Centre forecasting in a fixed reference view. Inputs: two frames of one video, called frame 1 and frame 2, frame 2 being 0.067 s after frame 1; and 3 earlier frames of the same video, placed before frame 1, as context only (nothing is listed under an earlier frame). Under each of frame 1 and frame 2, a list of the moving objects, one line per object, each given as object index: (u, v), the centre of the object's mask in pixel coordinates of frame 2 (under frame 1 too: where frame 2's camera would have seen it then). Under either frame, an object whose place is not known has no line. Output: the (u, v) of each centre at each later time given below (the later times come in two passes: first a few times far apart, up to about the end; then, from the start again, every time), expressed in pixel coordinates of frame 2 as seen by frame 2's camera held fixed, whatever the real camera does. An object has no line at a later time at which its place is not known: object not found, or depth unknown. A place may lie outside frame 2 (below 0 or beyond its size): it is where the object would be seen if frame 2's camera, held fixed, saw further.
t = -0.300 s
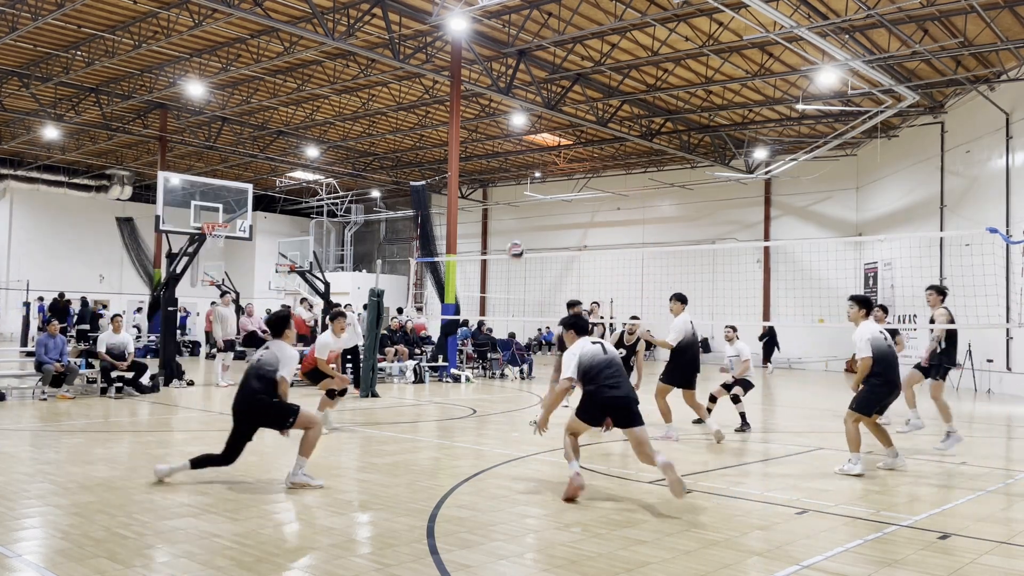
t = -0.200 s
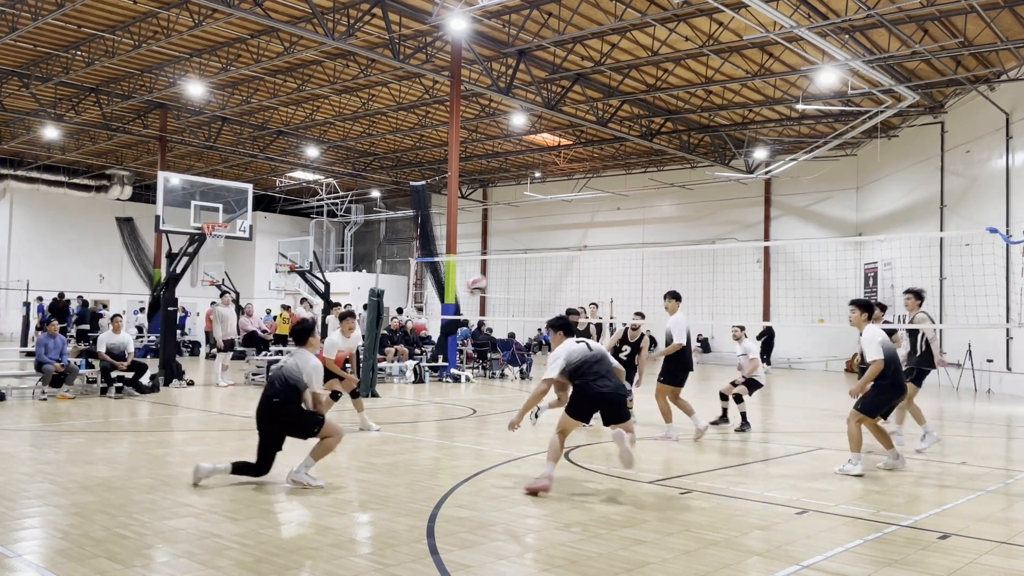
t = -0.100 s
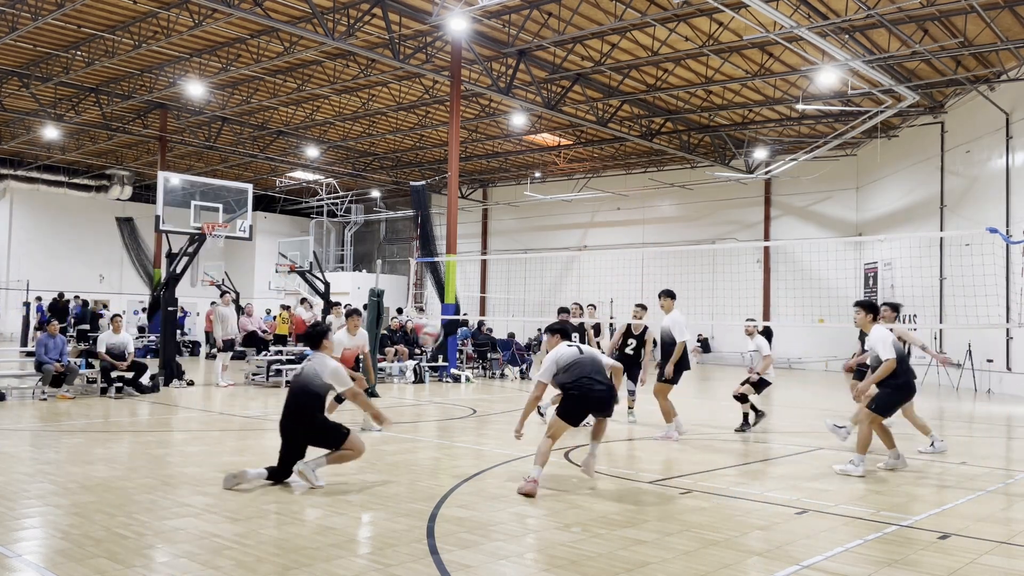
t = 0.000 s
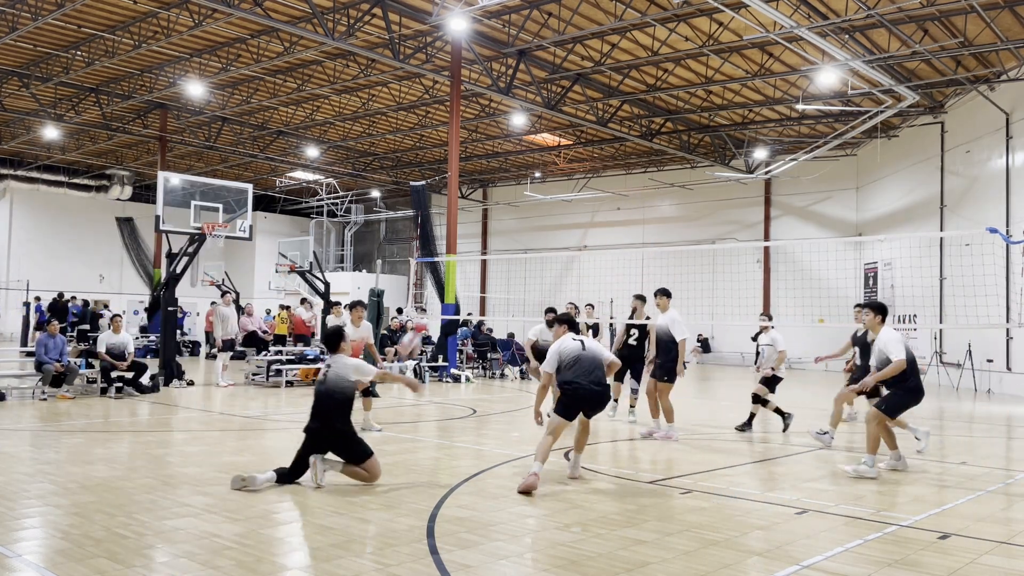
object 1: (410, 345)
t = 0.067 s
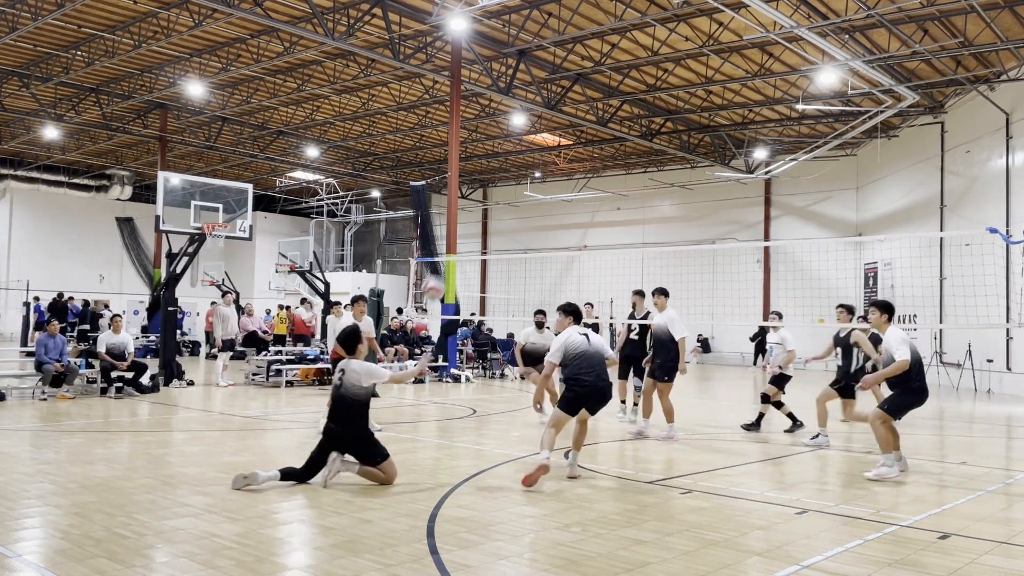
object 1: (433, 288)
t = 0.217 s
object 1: (480, 185)
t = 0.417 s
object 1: (535, 92)
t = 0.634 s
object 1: (586, 44)
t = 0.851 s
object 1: (633, 43)
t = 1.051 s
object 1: (671, 80)
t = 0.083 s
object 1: (438, 276)
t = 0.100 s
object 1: (443, 263)
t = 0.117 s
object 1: (449, 251)
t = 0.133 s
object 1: (454, 240)
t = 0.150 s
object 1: (459, 227)
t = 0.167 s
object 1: (465, 217)
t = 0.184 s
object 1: (470, 205)
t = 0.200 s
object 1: (475, 193)
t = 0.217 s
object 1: (480, 185)
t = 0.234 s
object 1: (485, 176)
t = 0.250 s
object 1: (490, 167)
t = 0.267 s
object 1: (495, 158)
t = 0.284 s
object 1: (500, 149)
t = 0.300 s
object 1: (504, 141)
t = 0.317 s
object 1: (508, 134)
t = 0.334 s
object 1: (513, 126)
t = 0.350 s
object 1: (517, 119)
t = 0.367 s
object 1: (522, 112)
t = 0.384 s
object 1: (527, 104)
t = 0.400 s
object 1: (531, 99)
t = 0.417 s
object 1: (535, 92)
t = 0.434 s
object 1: (539, 88)
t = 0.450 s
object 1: (544, 82)
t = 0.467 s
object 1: (548, 77)
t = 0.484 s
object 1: (552, 73)
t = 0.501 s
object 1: (556, 68)
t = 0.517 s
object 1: (560, 64)
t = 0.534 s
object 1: (563, 60)
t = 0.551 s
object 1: (567, 57)
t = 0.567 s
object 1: (572, 54)
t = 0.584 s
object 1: (575, 51)
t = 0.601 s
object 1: (579, 48)
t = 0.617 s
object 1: (583, 46)
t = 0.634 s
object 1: (586, 44)
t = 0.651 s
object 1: (590, 43)
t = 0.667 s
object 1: (594, 41)
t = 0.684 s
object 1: (598, 40)
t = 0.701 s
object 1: (602, 39)
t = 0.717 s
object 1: (605, 38)
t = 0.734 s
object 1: (609, 38)
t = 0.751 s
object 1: (612, 38)
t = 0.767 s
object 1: (615, 38)
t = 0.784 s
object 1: (619, 38)
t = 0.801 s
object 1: (623, 39)
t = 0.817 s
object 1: (626, 40)
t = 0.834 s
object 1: (629, 41)
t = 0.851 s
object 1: (633, 43)
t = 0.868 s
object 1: (636, 45)
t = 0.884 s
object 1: (639, 47)
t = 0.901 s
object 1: (642, 49)
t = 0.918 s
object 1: (646, 52)
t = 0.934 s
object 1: (649, 54)
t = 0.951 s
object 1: (652, 57)
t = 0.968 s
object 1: (656, 60)
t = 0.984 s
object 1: (659, 64)
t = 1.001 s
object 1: (662, 68)
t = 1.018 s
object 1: (665, 72)
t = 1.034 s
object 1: (668, 75)
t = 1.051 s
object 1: (671, 80)
